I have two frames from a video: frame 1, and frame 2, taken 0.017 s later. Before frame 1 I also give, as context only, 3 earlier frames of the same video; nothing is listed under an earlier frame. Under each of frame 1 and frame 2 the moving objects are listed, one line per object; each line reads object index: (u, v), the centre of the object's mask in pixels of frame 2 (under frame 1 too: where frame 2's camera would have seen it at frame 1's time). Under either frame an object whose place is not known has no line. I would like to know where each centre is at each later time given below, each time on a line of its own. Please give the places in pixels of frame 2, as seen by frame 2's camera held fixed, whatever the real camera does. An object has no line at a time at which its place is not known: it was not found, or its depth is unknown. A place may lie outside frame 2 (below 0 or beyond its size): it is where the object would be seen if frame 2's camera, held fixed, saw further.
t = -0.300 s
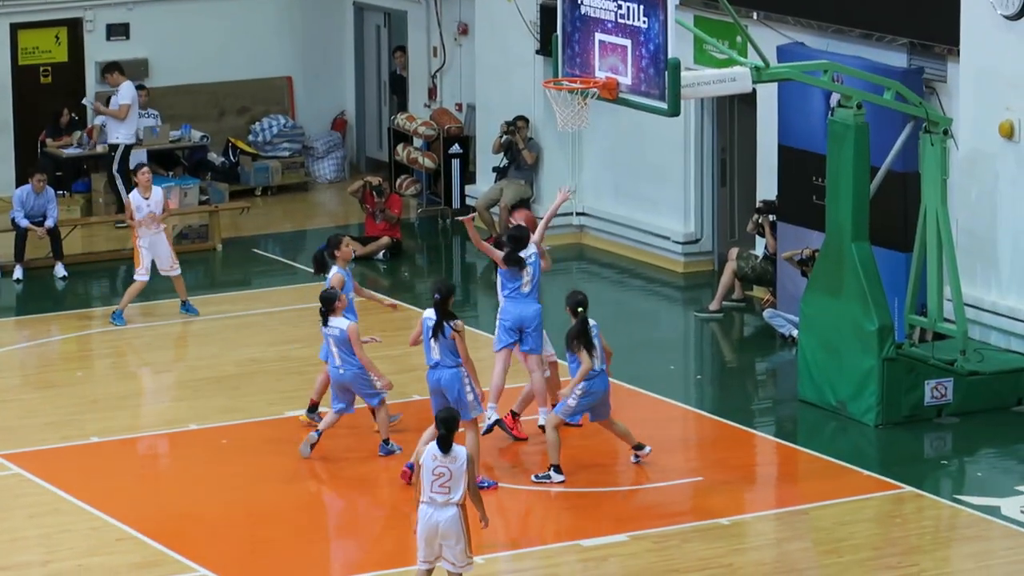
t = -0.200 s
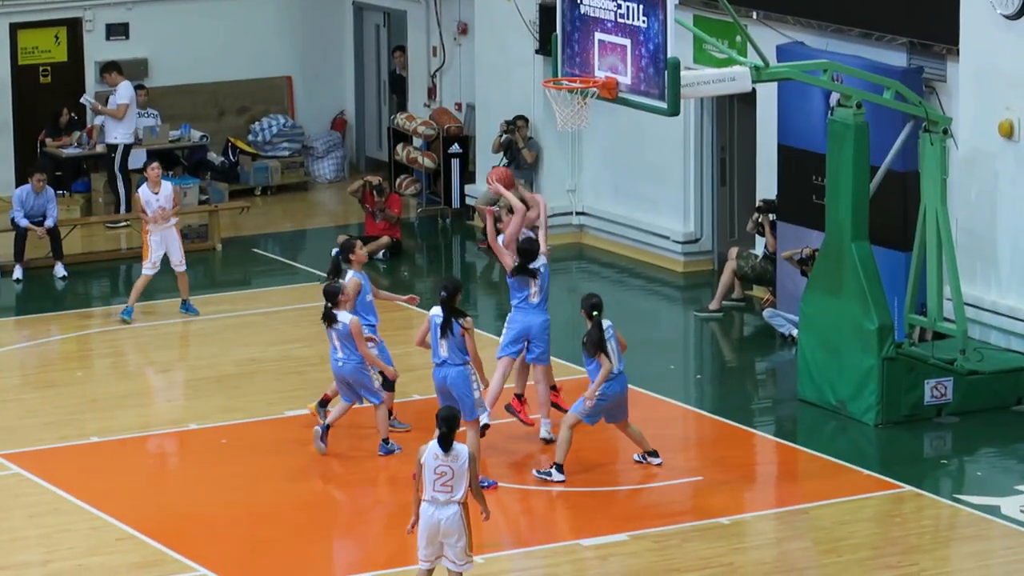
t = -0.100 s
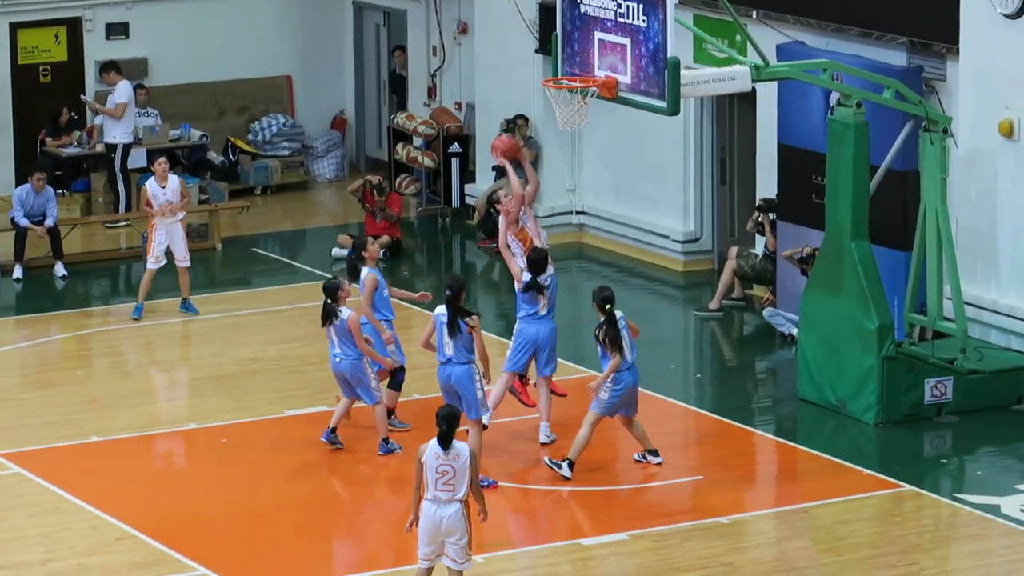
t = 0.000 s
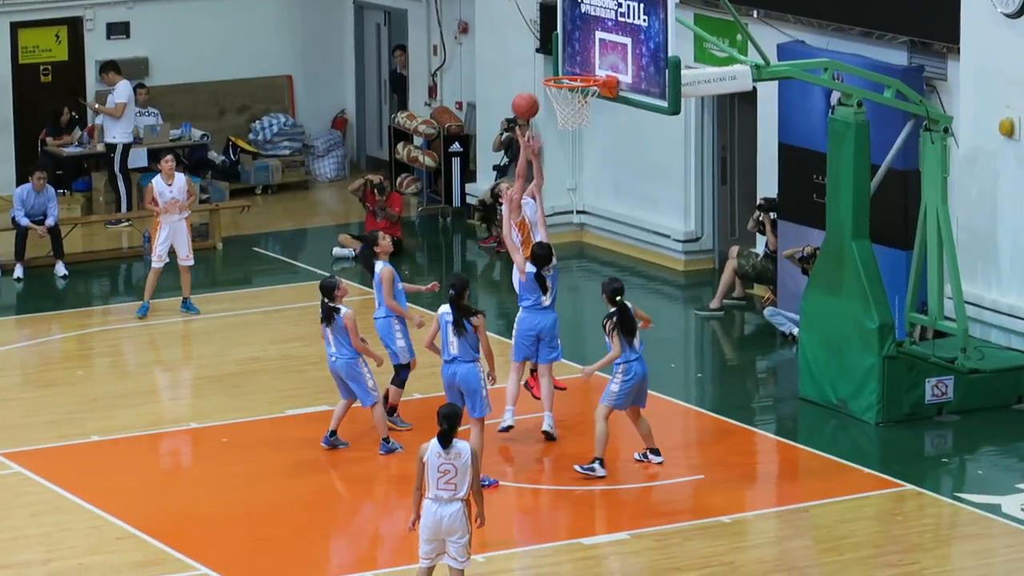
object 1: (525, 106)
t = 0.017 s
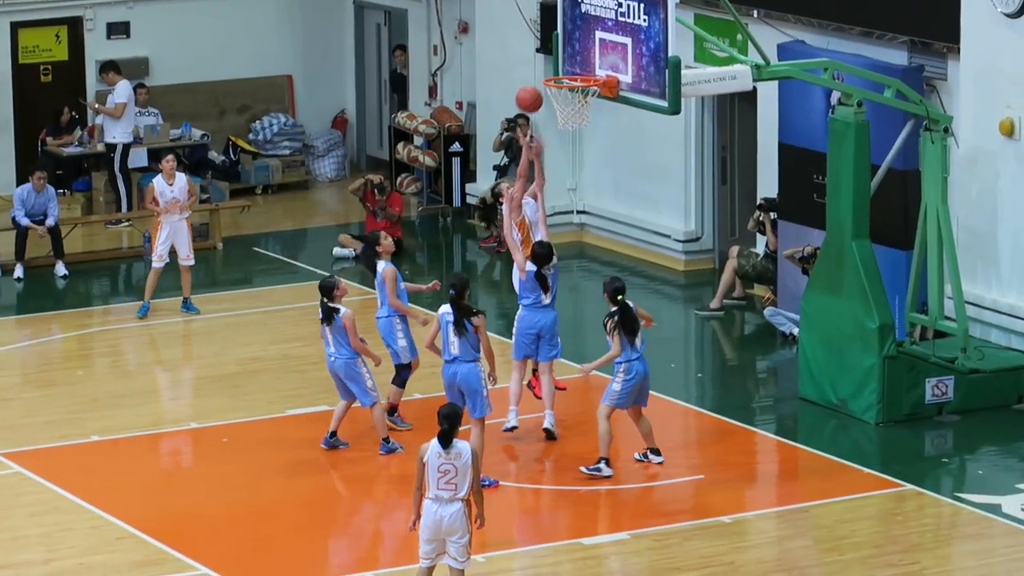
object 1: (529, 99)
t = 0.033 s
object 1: (533, 93)
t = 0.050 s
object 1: (535, 87)
